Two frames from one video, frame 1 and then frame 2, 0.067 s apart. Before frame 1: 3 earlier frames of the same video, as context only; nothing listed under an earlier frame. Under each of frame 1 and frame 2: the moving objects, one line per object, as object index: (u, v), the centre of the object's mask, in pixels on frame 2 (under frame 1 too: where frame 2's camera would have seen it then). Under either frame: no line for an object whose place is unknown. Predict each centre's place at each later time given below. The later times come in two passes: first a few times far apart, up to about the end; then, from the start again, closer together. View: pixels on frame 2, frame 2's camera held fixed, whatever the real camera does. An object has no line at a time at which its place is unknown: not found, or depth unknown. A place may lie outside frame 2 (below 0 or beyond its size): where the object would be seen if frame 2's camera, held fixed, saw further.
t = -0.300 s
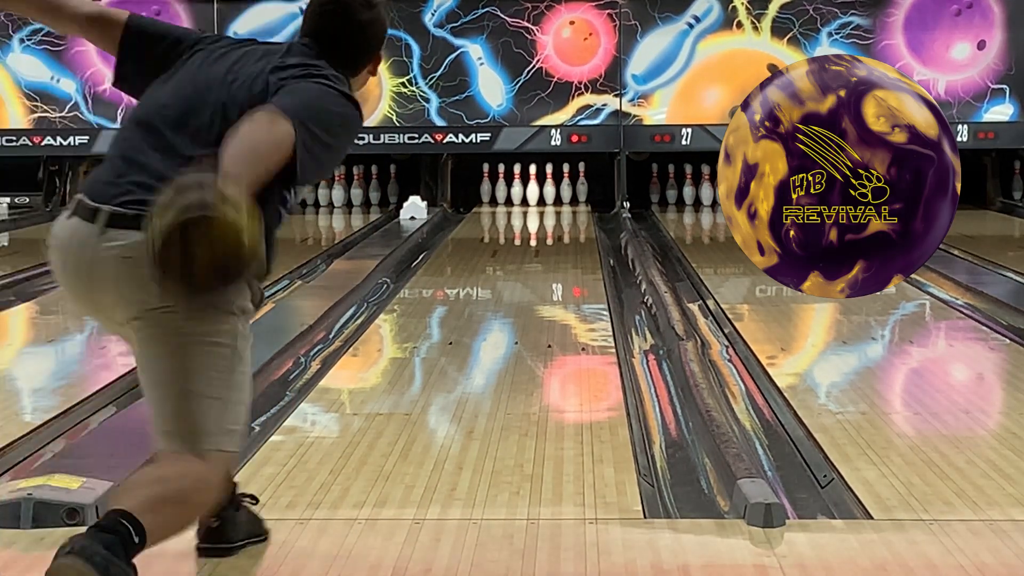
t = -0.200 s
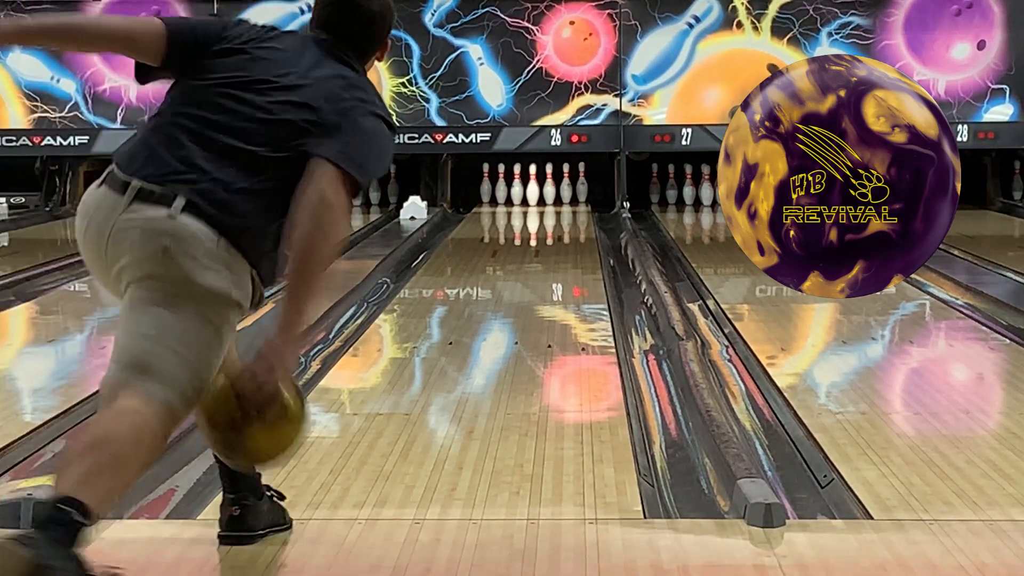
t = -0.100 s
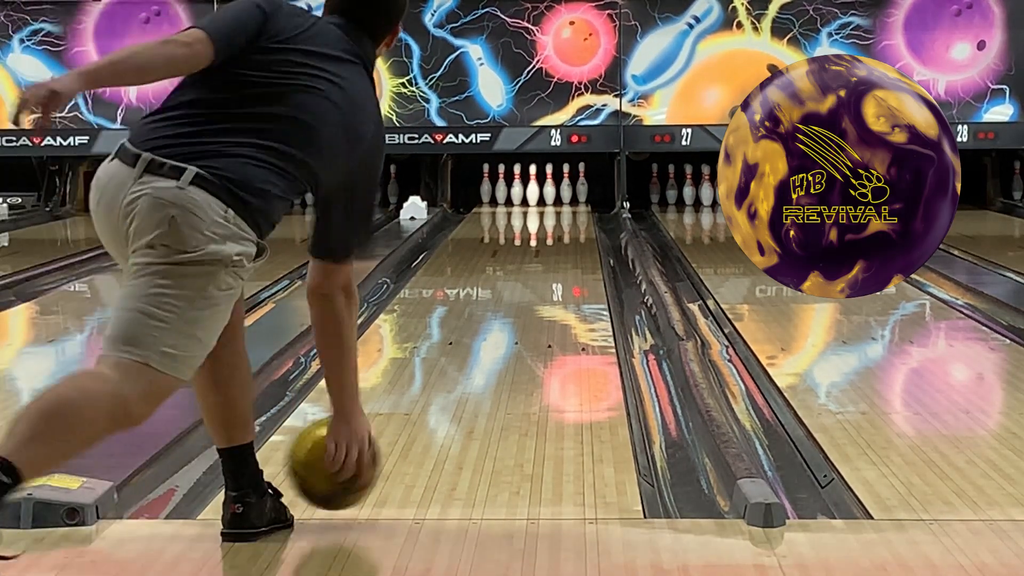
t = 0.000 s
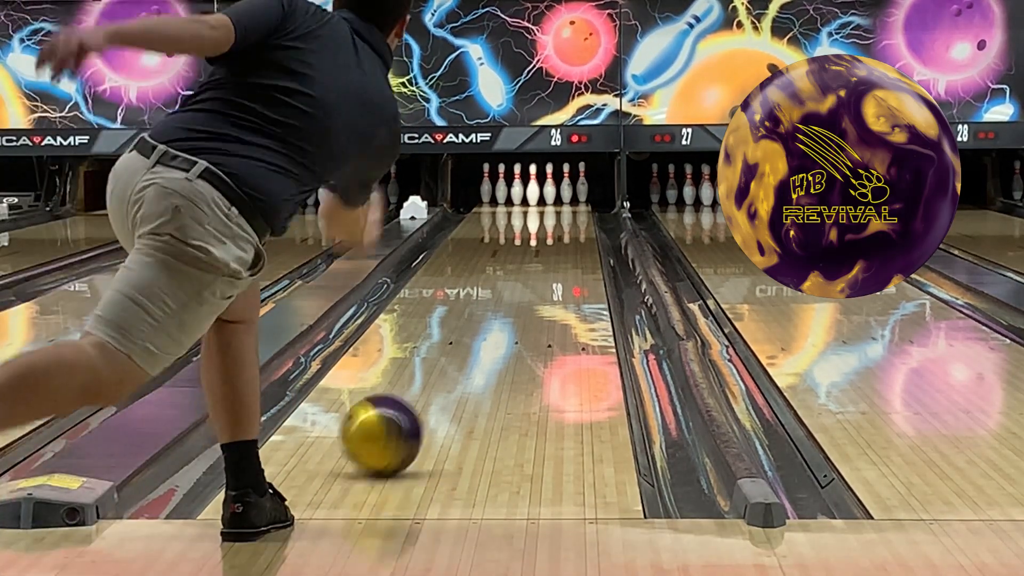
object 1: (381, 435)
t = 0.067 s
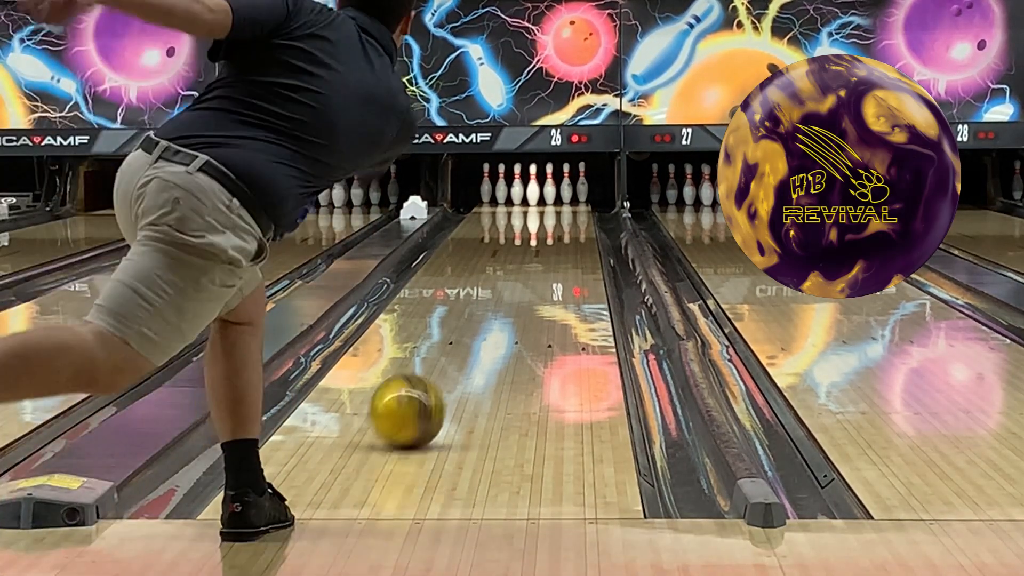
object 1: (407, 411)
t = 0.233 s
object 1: (455, 364)
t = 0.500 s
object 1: (508, 310)
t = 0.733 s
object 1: (541, 280)
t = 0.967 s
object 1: (555, 256)
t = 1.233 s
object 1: (570, 236)
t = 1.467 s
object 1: (574, 222)
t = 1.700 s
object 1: (572, 212)
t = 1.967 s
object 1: (559, 202)
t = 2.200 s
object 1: (540, 195)
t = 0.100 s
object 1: (418, 400)
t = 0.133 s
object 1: (429, 390)
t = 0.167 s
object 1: (439, 380)
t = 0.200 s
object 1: (448, 371)
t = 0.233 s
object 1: (455, 364)
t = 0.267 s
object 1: (464, 355)
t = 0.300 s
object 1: (471, 348)
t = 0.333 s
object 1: (478, 341)
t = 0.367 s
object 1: (485, 334)
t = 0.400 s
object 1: (491, 327)
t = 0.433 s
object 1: (497, 321)
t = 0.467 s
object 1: (502, 316)
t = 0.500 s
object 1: (508, 310)
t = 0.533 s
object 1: (512, 305)
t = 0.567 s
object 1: (517, 300)
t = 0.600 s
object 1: (521, 296)
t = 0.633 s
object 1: (525, 292)
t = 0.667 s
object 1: (529, 287)
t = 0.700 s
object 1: (533, 284)
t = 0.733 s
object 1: (541, 280)
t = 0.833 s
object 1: (545, 269)
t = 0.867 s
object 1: (549, 265)
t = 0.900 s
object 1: (551, 263)
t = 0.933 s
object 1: (554, 259)
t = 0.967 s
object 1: (555, 256)
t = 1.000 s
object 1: (558, 253)
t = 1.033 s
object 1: (560, 251)
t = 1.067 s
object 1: (562, 247)
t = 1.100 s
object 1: (564, 245)
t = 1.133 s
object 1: (565, 242)
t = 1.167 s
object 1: (567, 240)
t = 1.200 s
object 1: (569, 237)
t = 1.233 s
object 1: (570, 236)
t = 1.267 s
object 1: (570, 234)
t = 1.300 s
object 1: (571, 232)
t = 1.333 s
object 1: (571, 230)
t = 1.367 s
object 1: (573, 228)
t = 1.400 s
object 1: (573, 226)
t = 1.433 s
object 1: (575, 224)
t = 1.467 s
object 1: (574, 222)
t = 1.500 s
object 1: (575, 221)
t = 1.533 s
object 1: (574, 219)
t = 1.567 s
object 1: (574, 218)
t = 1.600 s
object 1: (574, 216)
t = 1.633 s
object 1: (574, 215)
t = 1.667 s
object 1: (573, 213)
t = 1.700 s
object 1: (572, 212)
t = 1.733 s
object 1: (571, 211)
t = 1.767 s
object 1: (569, 209)
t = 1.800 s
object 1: (568, 208)
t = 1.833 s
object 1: (567, 207)
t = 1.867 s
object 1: (565, 206)
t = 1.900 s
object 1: (563, 205)
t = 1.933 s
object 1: (561, 203)
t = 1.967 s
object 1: (559, 202)
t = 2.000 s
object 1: (556, 201)
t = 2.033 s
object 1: (553, 200)
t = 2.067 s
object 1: (551, 199)
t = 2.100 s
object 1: (548, 199)
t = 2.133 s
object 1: (545, 196)
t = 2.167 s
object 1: (543, 196)
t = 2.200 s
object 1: (540, 195)
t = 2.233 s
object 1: (540, 195)
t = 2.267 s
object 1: (539, 194)
